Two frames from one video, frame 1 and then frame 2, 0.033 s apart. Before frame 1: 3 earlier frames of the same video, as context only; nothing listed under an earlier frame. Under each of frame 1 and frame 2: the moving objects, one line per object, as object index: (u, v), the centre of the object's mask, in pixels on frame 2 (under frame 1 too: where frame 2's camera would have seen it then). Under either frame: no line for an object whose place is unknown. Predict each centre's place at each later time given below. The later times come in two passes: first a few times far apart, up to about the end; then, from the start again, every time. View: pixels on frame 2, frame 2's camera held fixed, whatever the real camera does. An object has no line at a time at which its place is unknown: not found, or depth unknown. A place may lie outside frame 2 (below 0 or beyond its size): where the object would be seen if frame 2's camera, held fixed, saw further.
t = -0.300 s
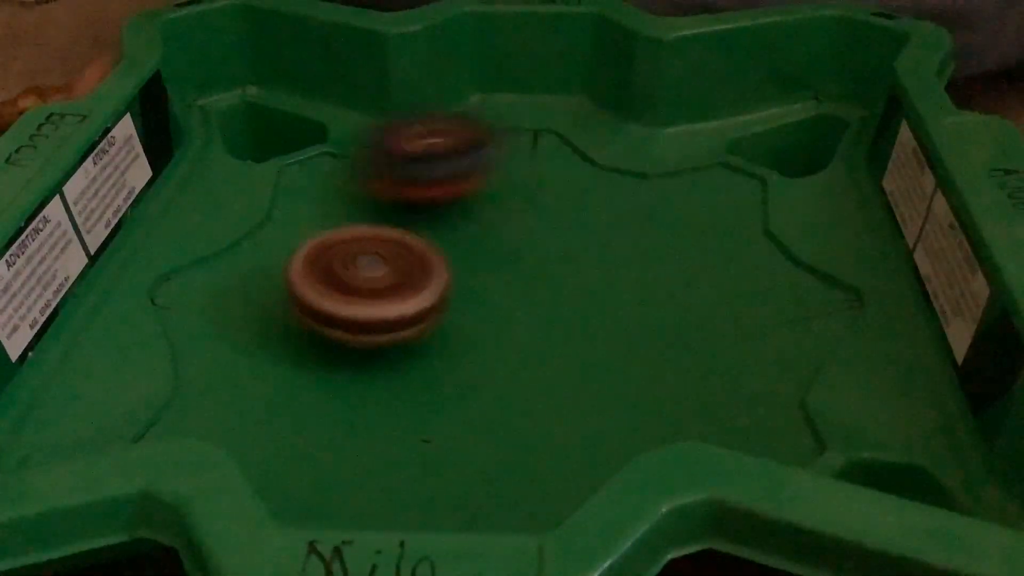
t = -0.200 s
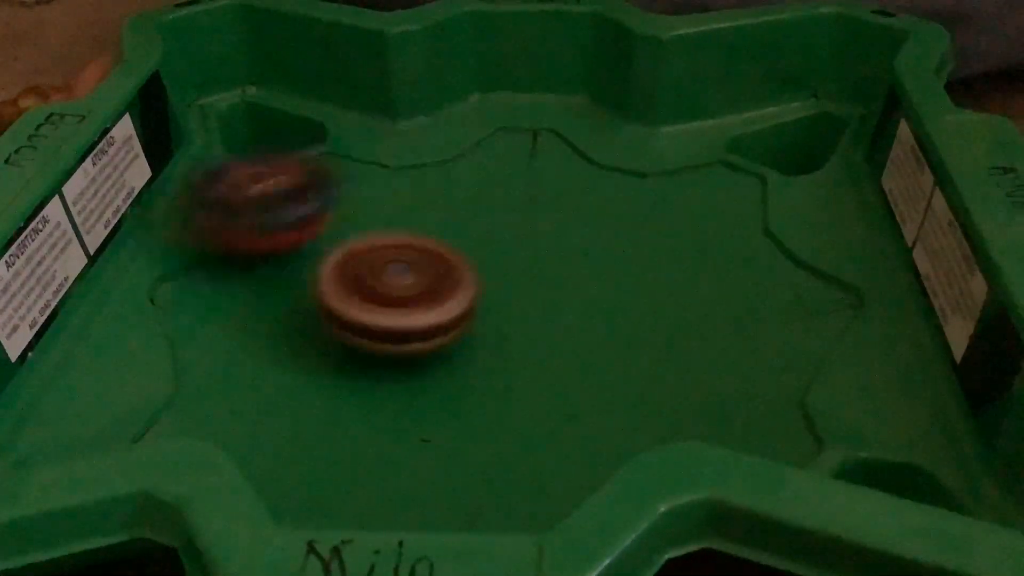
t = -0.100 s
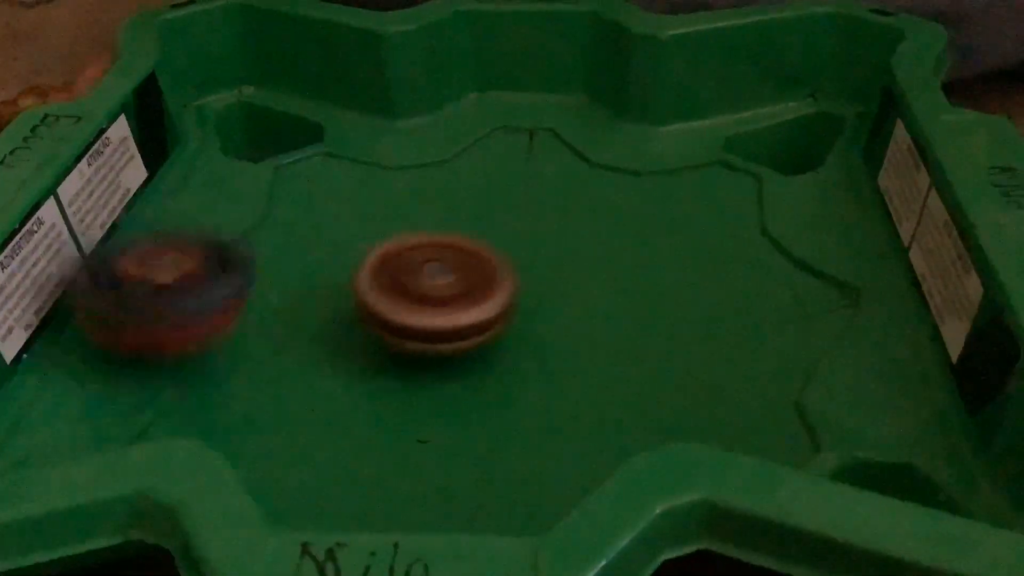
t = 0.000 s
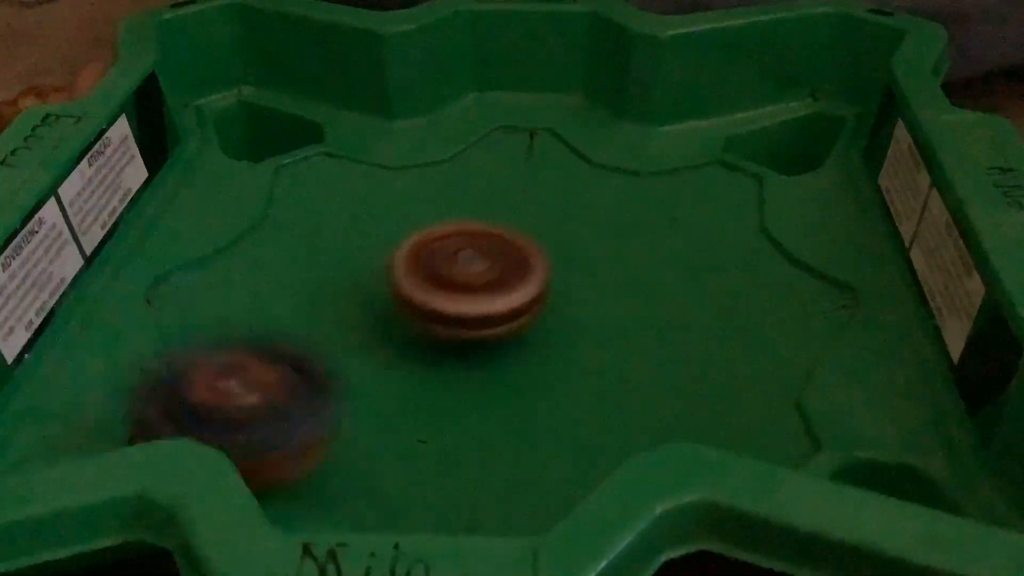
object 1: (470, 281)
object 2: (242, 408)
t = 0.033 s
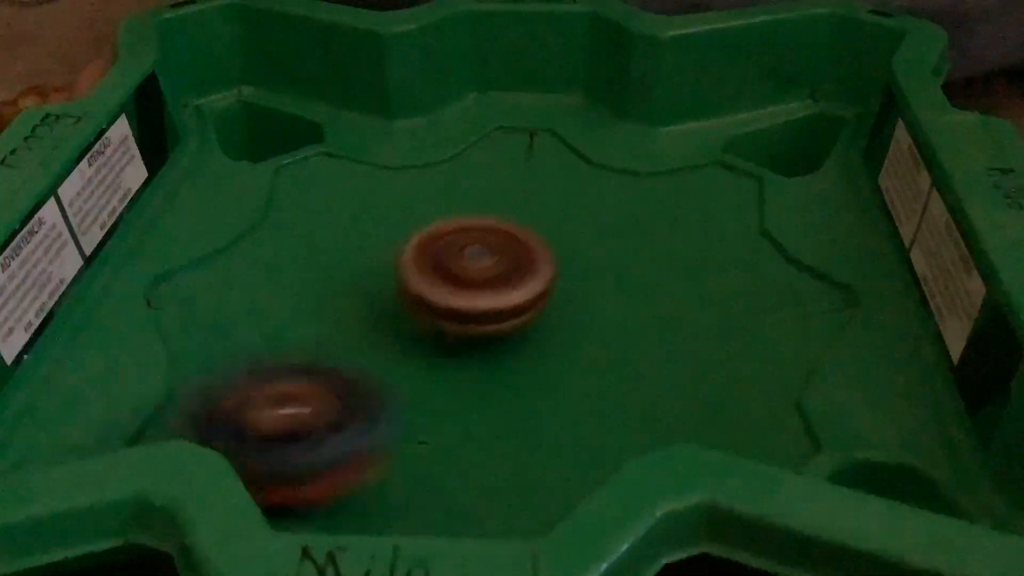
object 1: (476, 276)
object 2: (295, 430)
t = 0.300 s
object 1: (492, 248)
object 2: (732, 308)
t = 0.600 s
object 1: (513, 264)
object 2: (455, 152)
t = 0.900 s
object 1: (552, 263)
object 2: (191, 343)
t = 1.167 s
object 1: (557, 271)
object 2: (635, 407)
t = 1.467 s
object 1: (557, 300)
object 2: (668, 160)
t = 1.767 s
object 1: (559, 315)
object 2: (311, 200)
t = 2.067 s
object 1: (510, 325)
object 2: (371, 441)
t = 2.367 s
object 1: (479, 344)
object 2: (755, 279)
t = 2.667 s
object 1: (457, 346)
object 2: (473, 159)
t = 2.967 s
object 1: (430, 330)
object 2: (235, 325)
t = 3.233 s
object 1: (416, 314)
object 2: (518, 438)
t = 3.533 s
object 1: (418, 306)
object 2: (670, 250)
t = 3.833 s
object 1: (439, 285)
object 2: (396, 191)
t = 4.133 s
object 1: (472, 283)
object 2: (241, 345)
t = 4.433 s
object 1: (498, 276)
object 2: (623, 366)
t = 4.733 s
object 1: (516, 284)
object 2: (629, 196)
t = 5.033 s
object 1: (534, 290)
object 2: (361, 224)
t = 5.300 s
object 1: (519, 291)
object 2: (378, 401)
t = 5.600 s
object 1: (489, 316)
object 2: (700, 342)
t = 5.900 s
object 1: (500, 327)
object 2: (552, 209)
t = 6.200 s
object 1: (463, 324)
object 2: (276, 286)
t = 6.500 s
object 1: (466, 319)
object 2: (435, 430)
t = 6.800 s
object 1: (466, 311)
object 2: (652, 280)
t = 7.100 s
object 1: (449, 289)
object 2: (455, 185)
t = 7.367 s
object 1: (447, 305)
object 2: (259, 266)
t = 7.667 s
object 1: (532, 293)
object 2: (438, 405)
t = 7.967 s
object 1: (532, 244)
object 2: (675, 313)
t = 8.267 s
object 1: (388, 219)
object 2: (670, 252)
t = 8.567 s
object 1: (314, 264)
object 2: (503, 336)
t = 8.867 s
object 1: (362, 330)
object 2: (511, 408)
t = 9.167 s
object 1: (425, 314)
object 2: (699, 353)
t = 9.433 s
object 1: (358, 276)
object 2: (705, 260)
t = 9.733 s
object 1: (374, 297)
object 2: (547, 239)
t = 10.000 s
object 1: (334, 345)
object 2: (542, 259)
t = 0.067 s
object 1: (481, 271)
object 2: (362, 443)
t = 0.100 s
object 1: (486, 266)
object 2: (435, 446)
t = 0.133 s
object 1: (488, 263)
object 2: (519, 437)
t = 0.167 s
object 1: (490, 259)
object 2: (587, 418)
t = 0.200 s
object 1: (492, 255)
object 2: (642, 394)
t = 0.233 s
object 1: (495, 252)
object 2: (688, 372)
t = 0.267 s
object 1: (494, 249)
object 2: (716, 340)
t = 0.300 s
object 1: (492, 248)
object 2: (732, 308)
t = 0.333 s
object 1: (489, 247)
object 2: (731, 276)
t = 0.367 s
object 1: (486, 249)
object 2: (721, 247)
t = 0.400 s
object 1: (485, 250)
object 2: (702, 219)
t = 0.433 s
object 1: (485, 252)
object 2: (675, 198)
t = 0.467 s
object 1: (487, 257)
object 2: (637, 182)
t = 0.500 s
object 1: (491, 260)
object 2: (597, 170)
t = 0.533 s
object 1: (498, 262)
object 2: (552, 158)
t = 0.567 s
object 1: (505, 263)
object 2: (502, 156)
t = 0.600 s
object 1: (513, 264)
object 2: (455, 152)
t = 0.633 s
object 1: (519, 264)
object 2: (403, 156)
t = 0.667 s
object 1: (526, 264)
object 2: (362, 167)
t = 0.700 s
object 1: (530, 265)
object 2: (319, 180)
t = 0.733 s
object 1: (536, 265)
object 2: (279, 200)
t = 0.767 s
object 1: (540, 264)
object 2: (247, 226)
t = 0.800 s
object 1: (545, 264)
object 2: (218, 252)
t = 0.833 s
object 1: (548, 263)
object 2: (198, 282)
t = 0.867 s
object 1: (550, 263)
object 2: (186, 313)
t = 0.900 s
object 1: (552, 263)
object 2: (191, 343)
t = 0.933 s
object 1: (554, 262)
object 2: (207, 374)
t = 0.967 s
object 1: (555, 263)
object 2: (245, 397)
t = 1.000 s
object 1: (556, 264)
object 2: (293, 424)
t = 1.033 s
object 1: (557, 264)
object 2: (350, 444)
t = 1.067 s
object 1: (558, 265)
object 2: (419, 452)
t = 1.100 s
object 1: (558, 267)
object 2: (497, 453)
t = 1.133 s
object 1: (559, 269)
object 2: (566, 433)
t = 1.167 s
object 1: (557, 271)
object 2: (635, 407)
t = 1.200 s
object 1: (557, 274)
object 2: (696, 387)
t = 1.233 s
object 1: (556, 277)
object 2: (734, 358)
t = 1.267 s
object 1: (556, 281)
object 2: (760, 323)
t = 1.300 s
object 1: (556, 285)
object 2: (772, 288)
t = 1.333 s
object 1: (555, 288)
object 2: (771, 255)
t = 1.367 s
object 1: (556, 292)
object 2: (756, 226)
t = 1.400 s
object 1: (555, 295)
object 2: (731, 198)
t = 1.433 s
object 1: (556, 298)
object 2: (702, 177)
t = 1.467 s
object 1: (557, 300)
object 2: (668, 160)
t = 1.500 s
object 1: (557, 302)
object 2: (629, 148)
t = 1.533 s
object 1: (560, 305)
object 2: (590, 140)
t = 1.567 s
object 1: (561, 306)
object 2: (548, 138)
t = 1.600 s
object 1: (561, 308)
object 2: (504, 138)
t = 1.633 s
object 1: (561, 309)
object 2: (464, 140)
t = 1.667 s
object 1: (562, 311)
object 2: (423, 149)
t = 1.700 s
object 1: (561, 312)
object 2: (383, 161)
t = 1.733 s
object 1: (560, 314)
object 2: (345, 180)
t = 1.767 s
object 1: (559, 315)
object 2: (311, 200)
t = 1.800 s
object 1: (556, 316)
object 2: (277, 225)
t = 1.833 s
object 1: (552, 317)
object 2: (252, 253)
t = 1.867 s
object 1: (547, 317)
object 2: (231, 285)
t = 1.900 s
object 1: (542, 318)
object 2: (224, 317)
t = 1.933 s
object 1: (536, 320)
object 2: (228, 348)
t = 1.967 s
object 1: (530, 321)
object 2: (243, 376)
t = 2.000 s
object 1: (524, 323)
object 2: (275, 400)
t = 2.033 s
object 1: (517, 324)
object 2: (318, 424)
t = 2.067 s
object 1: (510, 325)
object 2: (371, 441)
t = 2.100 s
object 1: (503, 324)
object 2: (433, 445)
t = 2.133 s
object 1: (498, 320)
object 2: (501, 443)
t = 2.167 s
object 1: (489, 324)
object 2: (554, 432)
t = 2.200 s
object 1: (488, 332)
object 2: (614, 413)
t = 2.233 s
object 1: (488, 336)
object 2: (672, 392)
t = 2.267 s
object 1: (487, 339)
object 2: (709, 369)
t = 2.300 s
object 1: (486, 341)
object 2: (737, 341)
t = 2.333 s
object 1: (482, 343)
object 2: (752, 310)
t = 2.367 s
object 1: (479, 344)
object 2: (755, 279)
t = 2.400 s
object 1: (476, 345)
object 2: (745, 249)
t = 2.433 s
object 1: (474, 346)
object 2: (725, 223)
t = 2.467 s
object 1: (472, 346)
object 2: (701, 203)
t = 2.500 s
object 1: (470, 346)
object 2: (670, 184)
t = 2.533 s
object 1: (469, 347)
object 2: (635, 172)
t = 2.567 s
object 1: (466, 347)
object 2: (596, 163)
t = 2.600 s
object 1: (463, 347)
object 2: (557, 159)
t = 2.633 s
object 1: (460, 346)
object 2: (515, 158)
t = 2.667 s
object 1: (457, 346)
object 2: (473, 159)
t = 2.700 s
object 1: (455, 345)
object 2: (435, 166)
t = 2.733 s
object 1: (452, 343)
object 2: (399, 176)
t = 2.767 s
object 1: (449, 342)
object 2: (364, 192)
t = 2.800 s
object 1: (446, 340)
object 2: (331, 209)
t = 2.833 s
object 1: (443, 338)
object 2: (302, 232)
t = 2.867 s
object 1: (440, 336)
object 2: (275, 252)
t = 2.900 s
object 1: (437, 335)
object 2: (257, 276)
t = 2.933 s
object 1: (434, 333)
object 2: (240, 302)
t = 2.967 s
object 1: (430, 330)
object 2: (235, 325)
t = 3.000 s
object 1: (428, 328)
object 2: (240, 353)
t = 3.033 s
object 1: (427, 325)
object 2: (254, 380)
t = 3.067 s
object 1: (427, 321)
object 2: (280, 401)
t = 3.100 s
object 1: (424, 320)
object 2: (316, 422)
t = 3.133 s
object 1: (420, 318)
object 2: (354, 441)
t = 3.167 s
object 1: (418, 318)
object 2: (410, 447)
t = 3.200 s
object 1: (417, 315)
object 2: (465, 444)
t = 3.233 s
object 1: (416, 314)
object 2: (518, 438)
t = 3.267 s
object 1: (415, 313)
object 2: (564, 423)
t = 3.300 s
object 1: (415, 312)
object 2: (607, 404)
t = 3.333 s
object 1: (414, 311)
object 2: (647, 384)
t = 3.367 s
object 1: (414, 310)
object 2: (671, 363)
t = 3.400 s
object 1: (414, 309)
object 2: (689, 340)
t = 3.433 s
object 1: (414, 309)
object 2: (697, 315)
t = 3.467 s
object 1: (415, 308)
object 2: (695, 291)
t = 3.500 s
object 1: (417, 307)
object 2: (685, 268)
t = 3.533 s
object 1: (418, 306)
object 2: (670, 250)
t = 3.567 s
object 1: (421, 304)
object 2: (651, 232)
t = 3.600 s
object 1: (424, 302)
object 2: (626, 218)
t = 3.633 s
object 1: (427, 300)
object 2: (597, 203)
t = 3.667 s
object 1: (430, 298)
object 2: (568, 194)
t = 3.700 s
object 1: (432, 295)
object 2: (535, 189)
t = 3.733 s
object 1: (434, 292)
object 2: (499, 183)
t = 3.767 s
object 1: (437, 289)
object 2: (464, 183)
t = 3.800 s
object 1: (438, 287)
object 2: (429, 184)
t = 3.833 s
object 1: (439, 285)
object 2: (396, 191)
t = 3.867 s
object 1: (442, 286)
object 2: (361, 199)
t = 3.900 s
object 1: (445, 287)
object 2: (332, 208)
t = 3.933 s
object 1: (448, 287)
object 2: (304, 219)
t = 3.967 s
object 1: (451, 286)
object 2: (280, 237)
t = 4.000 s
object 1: (455, 286)
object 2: (259, 252)
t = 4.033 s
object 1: (459, 285)
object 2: (241, 273)
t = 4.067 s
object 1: (463, 285)
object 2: (232, 296)
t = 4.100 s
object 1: (468, 284)
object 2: (233, 320)
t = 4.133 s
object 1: (472, 283)
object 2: (241, 345)
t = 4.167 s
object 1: (476, 283)
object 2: (263, 370)
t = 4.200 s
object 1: (480, 283)
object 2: (296, 390)
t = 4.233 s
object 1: (484, 282)
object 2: (340, 404)
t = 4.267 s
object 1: (488, 280)
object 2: (391, 413)
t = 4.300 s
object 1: (490, 279)
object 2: (449, 413)
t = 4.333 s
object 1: (492, 277)
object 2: (500, 408)
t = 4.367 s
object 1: (494, 277)
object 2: (552, 398)
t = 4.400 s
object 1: (496, 276)
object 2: (590, 383)
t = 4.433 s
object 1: (498, 276)
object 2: (623, 366)
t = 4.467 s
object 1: (501, 277)
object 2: (651, 345)
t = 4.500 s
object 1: (503, 277)
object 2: (670, 324)
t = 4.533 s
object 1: (505, 277)
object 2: (678, 302)
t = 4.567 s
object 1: (507, 278)
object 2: (684, 280)
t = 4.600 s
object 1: (508, 279)
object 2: (684, 261)
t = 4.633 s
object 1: (510, 280)
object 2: (677, 242)
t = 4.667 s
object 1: (512, 281)
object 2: (665, 225)
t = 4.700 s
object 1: (514, 282)
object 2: (650, 208)
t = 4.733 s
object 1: (516, 284)
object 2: (629, 196)
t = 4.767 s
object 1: (518, 285)
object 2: (602, 187)
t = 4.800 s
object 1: (519, 287)
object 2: (576, 179)
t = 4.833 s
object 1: (519, 289)
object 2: (544, 174)
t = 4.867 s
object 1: (520, 290)
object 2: (512, 173)
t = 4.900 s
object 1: (523, 290)
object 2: (480, 175)
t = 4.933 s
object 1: (525, 291)
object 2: (446, 182)
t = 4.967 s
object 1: (530, 291)
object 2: (416, 192)
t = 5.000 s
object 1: (532, 291)
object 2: (388, 208)
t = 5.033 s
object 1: (534, 290)
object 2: (361, 224)
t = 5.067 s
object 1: (535, 290)
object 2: (339, 245)
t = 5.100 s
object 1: (536, 289)
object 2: (322, 268)
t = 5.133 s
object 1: (535, 288)
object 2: (310, 291)
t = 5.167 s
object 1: (533, 288)
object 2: (308, 315)
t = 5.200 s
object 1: (530, 289)
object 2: (312, 340)
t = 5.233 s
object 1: (526, 290)
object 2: (326, 361)
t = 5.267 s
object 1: (522, 290)
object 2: (348, 383)
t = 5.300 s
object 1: (519, 291)
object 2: (378, 401)
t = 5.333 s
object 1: (517, 292)
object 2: (417, 411)
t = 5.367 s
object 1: (514, 294)
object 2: (458, 416)
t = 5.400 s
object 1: (510, 295)
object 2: (501, 418)
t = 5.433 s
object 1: (505, 299)
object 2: (544, 415)
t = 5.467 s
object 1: (501, 303)
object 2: (584, 407)
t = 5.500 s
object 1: (497, 306)
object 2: (620, 394)
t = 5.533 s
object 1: (494, 311)
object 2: (658, 380)
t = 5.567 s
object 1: (491, 313)
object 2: (682, 364)
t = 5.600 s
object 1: (489, 316)
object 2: (700, 342)
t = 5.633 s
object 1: (486, 318)
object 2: (711, 322)
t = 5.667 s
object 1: (483, 320)
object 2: (713, 302)
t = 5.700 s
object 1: (482, 322)
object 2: (707, 280)
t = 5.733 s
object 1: (483, 324)
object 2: (693, 261)
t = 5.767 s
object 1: (487, 326)
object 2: (676, 246)
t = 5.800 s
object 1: (492, 328)
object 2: (650, 233)
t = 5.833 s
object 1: (496, 328)
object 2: (622, 221)
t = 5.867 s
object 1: (500, 328)
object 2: (589, 214)
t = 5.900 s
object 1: (500, 327)
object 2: (552, 209)
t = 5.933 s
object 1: (499, 325)
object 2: (516, 206)
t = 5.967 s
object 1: (496, 323)
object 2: (479, 208)
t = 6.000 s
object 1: (491, 320)
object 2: (443, 211)
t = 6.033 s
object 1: (484, 318)
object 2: (410, 218)
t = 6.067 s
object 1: (477, 317)
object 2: (376, 228)
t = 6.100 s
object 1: (471, 318)
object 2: (347, 239)
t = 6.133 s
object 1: (467, 320)
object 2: (318, 252)
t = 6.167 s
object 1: (464, 322)
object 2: (296, 269)
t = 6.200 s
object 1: (463, 324)
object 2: (276, 286)
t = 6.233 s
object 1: (462, 325)
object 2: (261, 308)
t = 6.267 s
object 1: (462, 326)
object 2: (254, 329)
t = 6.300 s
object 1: (461, 327)
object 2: (254, 350)
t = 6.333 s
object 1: (461, 327)
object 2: (259, 374)
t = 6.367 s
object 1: (461, 327)
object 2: (277, 392)
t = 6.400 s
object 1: (462, 327)
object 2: (310, 409)
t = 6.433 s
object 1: (462, 326)
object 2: (345, 425)
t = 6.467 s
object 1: (464, 323)
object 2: (389, 430)
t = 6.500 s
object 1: (466, 319)
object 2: (435, 430)
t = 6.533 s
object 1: (467, 313)
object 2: (480, 425)
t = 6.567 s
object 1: (467, 313)
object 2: (526, 418)
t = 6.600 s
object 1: (468, 315)
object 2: (561, 405)
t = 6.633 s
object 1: (468, 314)
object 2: (596, 388)
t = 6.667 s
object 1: (468, 315)
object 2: (621, 366)
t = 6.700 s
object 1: (472, 316)
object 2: (640, 345)
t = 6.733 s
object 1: (470, 315)
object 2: (650, 323)
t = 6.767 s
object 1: (468, 313)
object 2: (654, 302)
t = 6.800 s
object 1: (466, 311)
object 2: (652, 280)
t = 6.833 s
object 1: (465, 308)
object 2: (645, 262)
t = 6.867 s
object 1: (463, 305)
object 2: (631, 245)
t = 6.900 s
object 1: (462, 302)
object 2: (613, 228)
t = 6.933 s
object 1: (460, 299)
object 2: (591, 215)
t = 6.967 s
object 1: (458, 297)
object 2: (567, 204)
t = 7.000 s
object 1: (456, 295)
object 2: (541, 196)
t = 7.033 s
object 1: (454, 293)
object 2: (513, 191)
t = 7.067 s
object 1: (452, 291)
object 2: (485, 186)
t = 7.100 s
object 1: (449, 289)
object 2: (455, 185)
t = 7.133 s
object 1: (447, 288)
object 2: (424, 187)
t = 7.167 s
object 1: (444, 286)
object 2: (393, 193)
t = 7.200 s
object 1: (443, 289)
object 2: (364, 199)
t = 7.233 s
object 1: (443, 293)
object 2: (336, 206)
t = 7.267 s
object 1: (443, 296)
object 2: (310, 217)
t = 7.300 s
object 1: (443, 299)
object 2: (288, 229)
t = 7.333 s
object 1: (444, 302)
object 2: (270, 247)
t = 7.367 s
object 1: (447, 305)
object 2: (259, 266)
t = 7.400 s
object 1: (453, 307)
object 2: (255, 288)
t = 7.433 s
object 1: (460, 309)
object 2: (260, 311)
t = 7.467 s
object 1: (466, 310)
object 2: (278, 331)
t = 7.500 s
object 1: (474, 312)
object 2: (303, 350)
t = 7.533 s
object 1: (487, 311)
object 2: (330, 368)
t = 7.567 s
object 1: (502, 307)
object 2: (347, 384)
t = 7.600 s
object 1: (516, 302)
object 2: (372, 397)
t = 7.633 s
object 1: (524, 298)
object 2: (405, 402)
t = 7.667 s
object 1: (532, 293)
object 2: (438, 405)
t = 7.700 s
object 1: (539, 288)
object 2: (475, 411)
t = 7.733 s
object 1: (545, 283)
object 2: (512, 406)
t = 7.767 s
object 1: (547, 278)
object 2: (550, 395)
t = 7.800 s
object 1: (548, 272)
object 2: (581, 385)
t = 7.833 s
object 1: (548, 263)
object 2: (606, 367)
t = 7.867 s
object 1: (547, 262)
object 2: (626, 352)
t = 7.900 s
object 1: (542, 253)
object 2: (646, 338)
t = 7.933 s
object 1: (538, 248)
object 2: (664, 326)
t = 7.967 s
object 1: (532, 244)
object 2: (675, 313)
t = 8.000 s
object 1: (525, 241)
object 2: (678, 297)
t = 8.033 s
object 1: (518, 239)
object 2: (675, 283)
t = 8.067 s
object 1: (510, 238)
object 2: (667, 272)
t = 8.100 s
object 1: (479, 227)
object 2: (681, 266)
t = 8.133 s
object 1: (452, 219)
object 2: (689, 262)
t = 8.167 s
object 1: (431, 215)
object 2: (692, 259)
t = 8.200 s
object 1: (416, 215)
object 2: (690, 255)
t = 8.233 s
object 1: (402, 217)
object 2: (682, 253)
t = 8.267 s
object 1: (388, 219)
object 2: (670, 252)
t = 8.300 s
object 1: (377, 222)
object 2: (654, 254)
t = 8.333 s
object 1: (365, 224)
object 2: (636, 257)
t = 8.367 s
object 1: (354, 228)
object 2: (616, 265)
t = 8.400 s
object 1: (343, 233)
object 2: (594, 275)
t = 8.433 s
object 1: (335, 238)
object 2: (575, 285)
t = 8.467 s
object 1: (327, 245)
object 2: (554, 297)
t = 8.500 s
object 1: (321, 251)
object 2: (533, 308)
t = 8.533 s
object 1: (316, 258)
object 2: (517, 323)
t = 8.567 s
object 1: (314, 264)
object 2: (503, 336)
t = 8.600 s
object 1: (312, 272)
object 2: (493, 351)
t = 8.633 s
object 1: (312, 280)
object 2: (487, 364)
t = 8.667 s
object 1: (315, 289)
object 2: (483, 375)
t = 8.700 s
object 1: (319, 297)
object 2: (481, 387)
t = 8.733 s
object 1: (324, 304)
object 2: (483, 394)
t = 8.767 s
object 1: (331, 312)
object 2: (486, 403)
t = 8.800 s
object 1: (340, 319)
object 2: (492, 407)
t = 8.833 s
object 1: (350, 325)
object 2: (502, 409)
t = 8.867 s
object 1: (362, 330)
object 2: (511, 408)
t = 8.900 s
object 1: (373, 336)
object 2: (519, 405)
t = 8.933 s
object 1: (373, 328)
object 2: (558, 411)
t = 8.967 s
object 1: (372, 318)
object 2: (589, 410)
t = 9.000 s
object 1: (377, 314)
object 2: (619, 405)
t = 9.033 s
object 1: (387, 313)
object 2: (648, 399)
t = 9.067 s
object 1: (395, 314)
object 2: (673, 391)
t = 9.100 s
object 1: (404, 314)
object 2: (692, 381)
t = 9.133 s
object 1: (414, 313)
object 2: (702, 368)
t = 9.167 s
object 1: (425, 314)
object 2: (699, 353)
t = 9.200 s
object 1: (435, 313)
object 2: (690, 336)
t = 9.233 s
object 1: (445, 312)
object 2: (675, 321)
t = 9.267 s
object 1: (455, 311)
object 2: (651, 310)
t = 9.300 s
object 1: (449, 307)
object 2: (644, 301)
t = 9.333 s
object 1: (409, 295)
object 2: (672, 290)
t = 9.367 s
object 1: (382, 285)
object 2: (691, 279)
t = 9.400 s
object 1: (365, 279)
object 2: (699, 270)
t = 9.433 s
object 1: (358, 276)
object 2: (705, 260)
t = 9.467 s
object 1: (355, 275)
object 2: (702, 249)
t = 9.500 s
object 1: (355, 276)
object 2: (696, 240)
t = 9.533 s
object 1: (357, 278)
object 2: (685, 232)
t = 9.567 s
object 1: (359, 281)
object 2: (668, 228)
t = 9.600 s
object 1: (361, 284)
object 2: (648, 225)
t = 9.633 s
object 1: (363, 288)
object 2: (627, 224)
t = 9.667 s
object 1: (366, 291)
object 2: (600, 229)
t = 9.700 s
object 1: (369, 294)
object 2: (575, 233)
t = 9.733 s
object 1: (374, 297)
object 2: (547, 239)
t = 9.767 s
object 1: (378, 300)
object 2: (524, 249)
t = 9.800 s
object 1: (354, 309)
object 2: (528, 248)
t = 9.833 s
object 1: (338, 317)
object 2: (530, 248)
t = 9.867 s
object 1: (332, 323)
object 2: (534, 249)
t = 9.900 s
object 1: (330, 328)
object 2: (537, 250)
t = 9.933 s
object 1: (329, 334)
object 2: (539, 252)
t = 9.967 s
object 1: (331, 340)
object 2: (541, 256)
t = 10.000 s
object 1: (334, 345)
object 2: (542, 259)
